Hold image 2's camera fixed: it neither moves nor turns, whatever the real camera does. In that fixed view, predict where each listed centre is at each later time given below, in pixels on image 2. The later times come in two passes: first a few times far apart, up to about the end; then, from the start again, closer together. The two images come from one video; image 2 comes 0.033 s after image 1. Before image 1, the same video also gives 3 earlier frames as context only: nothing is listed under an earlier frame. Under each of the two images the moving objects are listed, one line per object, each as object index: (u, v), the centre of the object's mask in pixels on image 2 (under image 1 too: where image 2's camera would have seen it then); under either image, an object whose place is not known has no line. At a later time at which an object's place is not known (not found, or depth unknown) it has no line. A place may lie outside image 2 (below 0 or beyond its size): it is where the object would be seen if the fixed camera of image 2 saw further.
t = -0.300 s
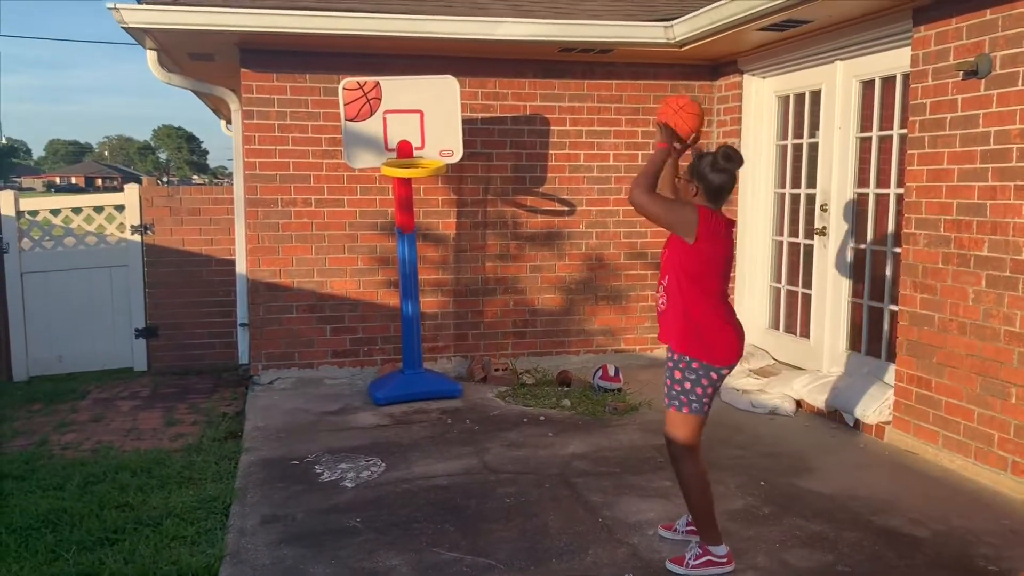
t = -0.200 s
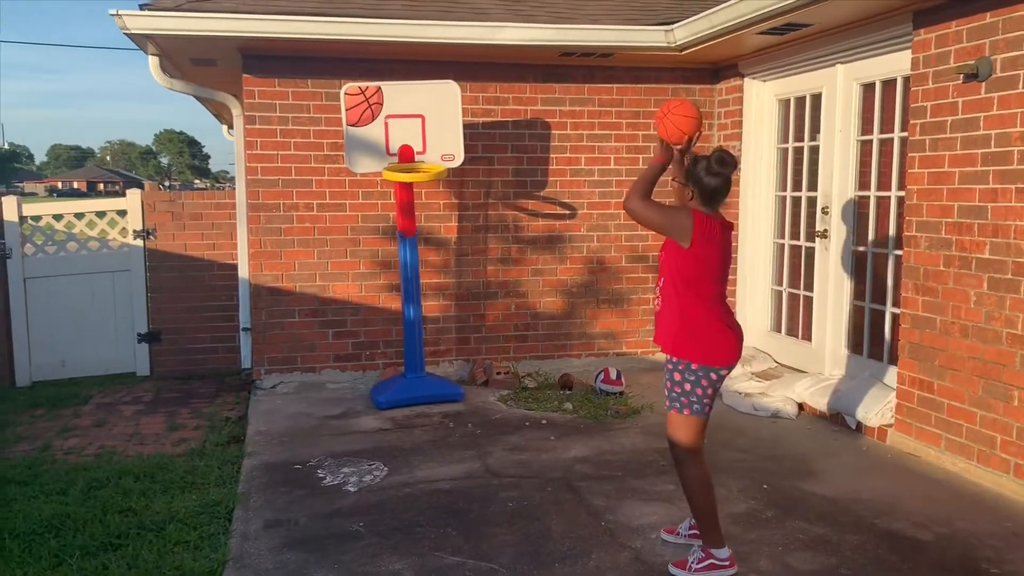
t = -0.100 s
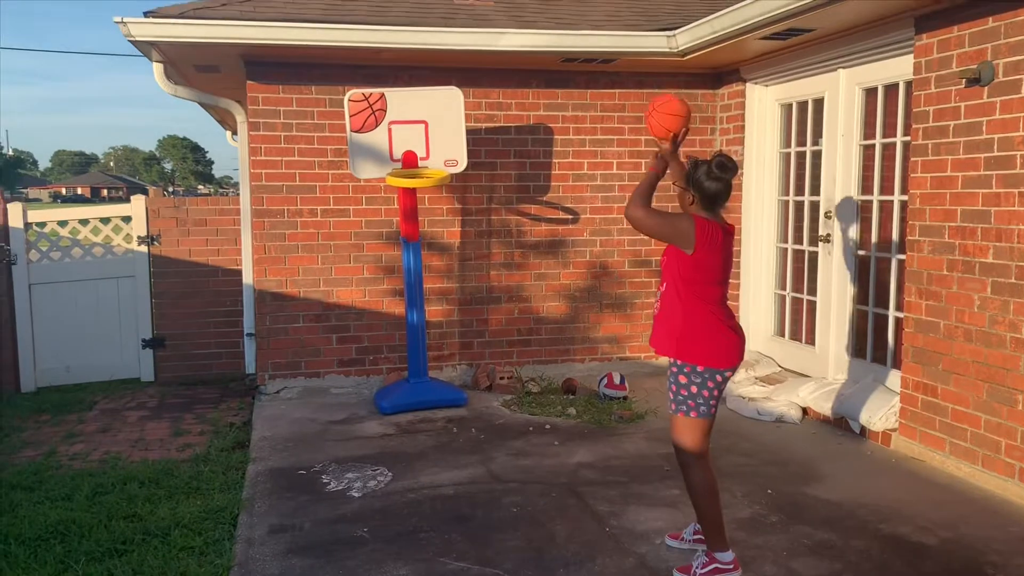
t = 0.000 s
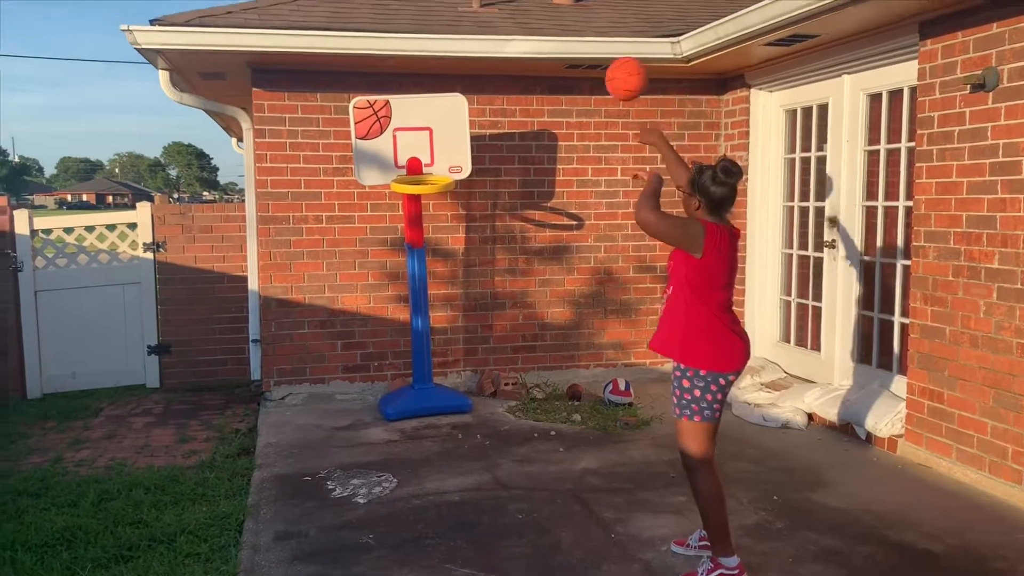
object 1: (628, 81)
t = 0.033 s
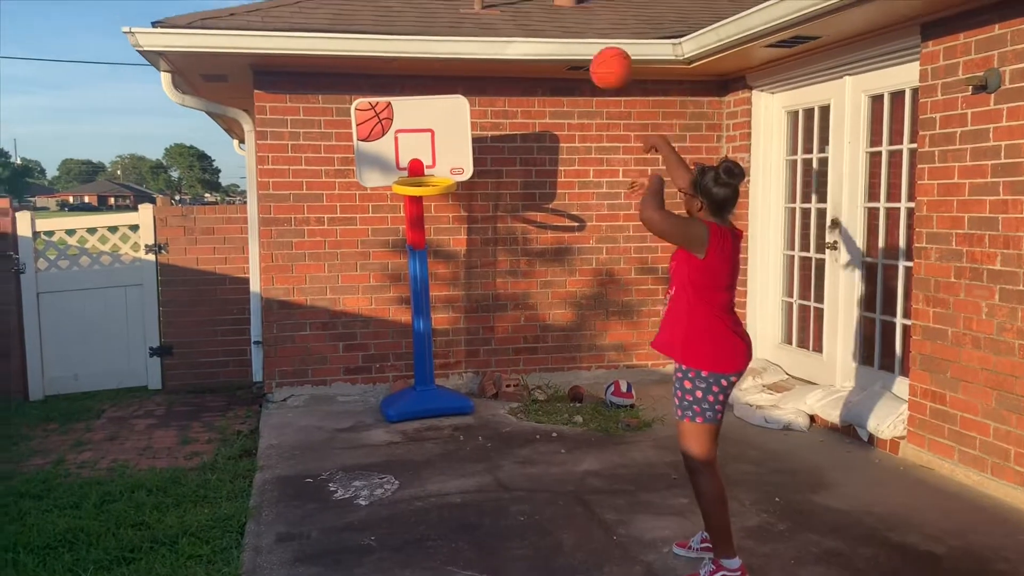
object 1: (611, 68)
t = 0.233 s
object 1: (522, 54)
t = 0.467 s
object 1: (446, 136)
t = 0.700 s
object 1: (400, 169)
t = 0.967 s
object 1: (352, 233)
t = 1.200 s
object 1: (309, 407)
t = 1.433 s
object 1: (263, 359)
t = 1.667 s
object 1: (212, 282)
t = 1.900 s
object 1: (165, 319)
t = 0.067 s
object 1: (595, 59)
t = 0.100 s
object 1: (579, 53)
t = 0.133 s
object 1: (564, 50)
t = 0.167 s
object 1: (549, 49)
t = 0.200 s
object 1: (536, 51)
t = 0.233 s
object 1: (522, 54)
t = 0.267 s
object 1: (509, 61)
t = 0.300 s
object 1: (497, 69)
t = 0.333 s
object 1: (486, 79)
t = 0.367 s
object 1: (476, 91)
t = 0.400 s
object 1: (465, 105)
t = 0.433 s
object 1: (456, 120)
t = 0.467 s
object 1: (446, 136)
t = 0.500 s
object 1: (437, 154)
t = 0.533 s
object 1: (428, 172)
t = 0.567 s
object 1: (423, 181)
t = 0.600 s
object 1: (418, 178)
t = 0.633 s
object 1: (412, 174)
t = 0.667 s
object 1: (407, 170)
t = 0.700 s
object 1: (400, 169)
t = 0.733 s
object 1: (395, 170)
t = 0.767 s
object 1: (389, 173)
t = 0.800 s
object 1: (382, 177)
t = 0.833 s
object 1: (376, 184)
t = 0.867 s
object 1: (370, 193)
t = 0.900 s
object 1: (364, 204)
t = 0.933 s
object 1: (358, 218)
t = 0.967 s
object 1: (352, 233)
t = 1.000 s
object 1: (345, 250)
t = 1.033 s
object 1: (339, 270)
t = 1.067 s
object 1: (333, 293)
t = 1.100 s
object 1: (327, 318)
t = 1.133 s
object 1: (321, 345)
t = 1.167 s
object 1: (314, 374)
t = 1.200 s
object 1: (309, 407)
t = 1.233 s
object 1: (303, 441)
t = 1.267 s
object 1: (297, 475)
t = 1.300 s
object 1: (290, 448)
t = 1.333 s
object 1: (283, 423)
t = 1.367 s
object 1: (276, 401)
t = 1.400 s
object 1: (269, 379)
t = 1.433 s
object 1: (263, 359)
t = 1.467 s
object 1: (255, 343)
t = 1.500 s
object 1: (248, 327)
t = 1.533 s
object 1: (240, 313)
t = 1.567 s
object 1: (233, 301)
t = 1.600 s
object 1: (226, 293)
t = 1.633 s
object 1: (219, 287)
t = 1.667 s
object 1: (212, 282)
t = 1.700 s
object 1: (206, 282)
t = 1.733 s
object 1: (198, 281)
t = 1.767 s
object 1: (192, 284)
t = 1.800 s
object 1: (184, 288)
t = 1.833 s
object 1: (178, 296)
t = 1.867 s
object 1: (172, 307)
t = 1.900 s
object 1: (165, 319)
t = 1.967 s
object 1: (153, 351)
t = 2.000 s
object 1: (148, 371)
